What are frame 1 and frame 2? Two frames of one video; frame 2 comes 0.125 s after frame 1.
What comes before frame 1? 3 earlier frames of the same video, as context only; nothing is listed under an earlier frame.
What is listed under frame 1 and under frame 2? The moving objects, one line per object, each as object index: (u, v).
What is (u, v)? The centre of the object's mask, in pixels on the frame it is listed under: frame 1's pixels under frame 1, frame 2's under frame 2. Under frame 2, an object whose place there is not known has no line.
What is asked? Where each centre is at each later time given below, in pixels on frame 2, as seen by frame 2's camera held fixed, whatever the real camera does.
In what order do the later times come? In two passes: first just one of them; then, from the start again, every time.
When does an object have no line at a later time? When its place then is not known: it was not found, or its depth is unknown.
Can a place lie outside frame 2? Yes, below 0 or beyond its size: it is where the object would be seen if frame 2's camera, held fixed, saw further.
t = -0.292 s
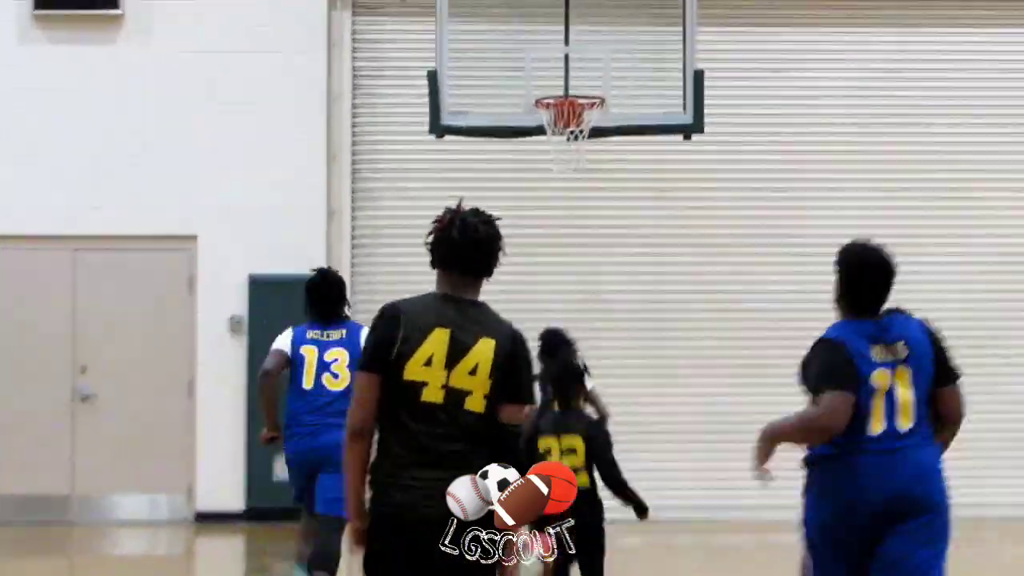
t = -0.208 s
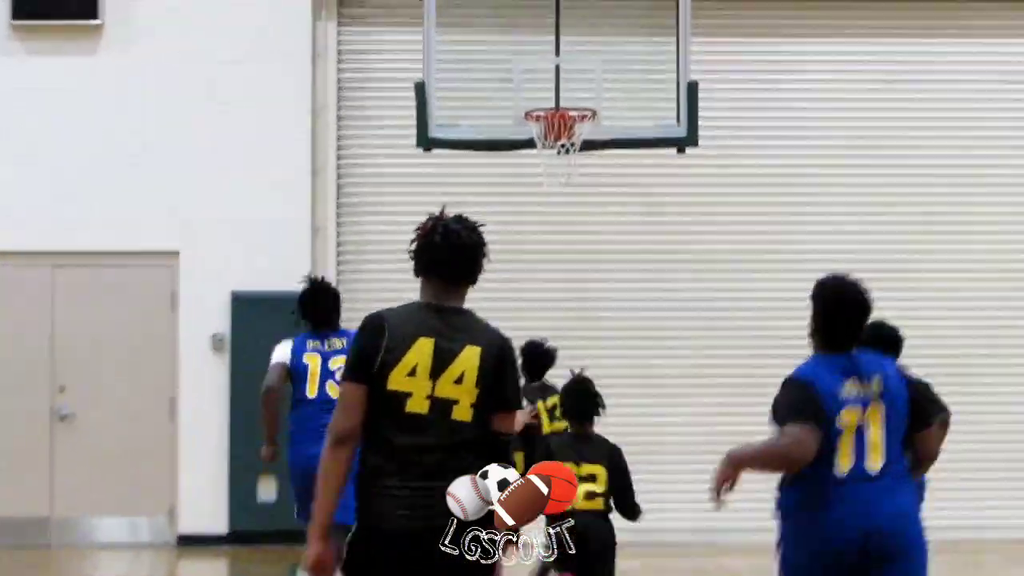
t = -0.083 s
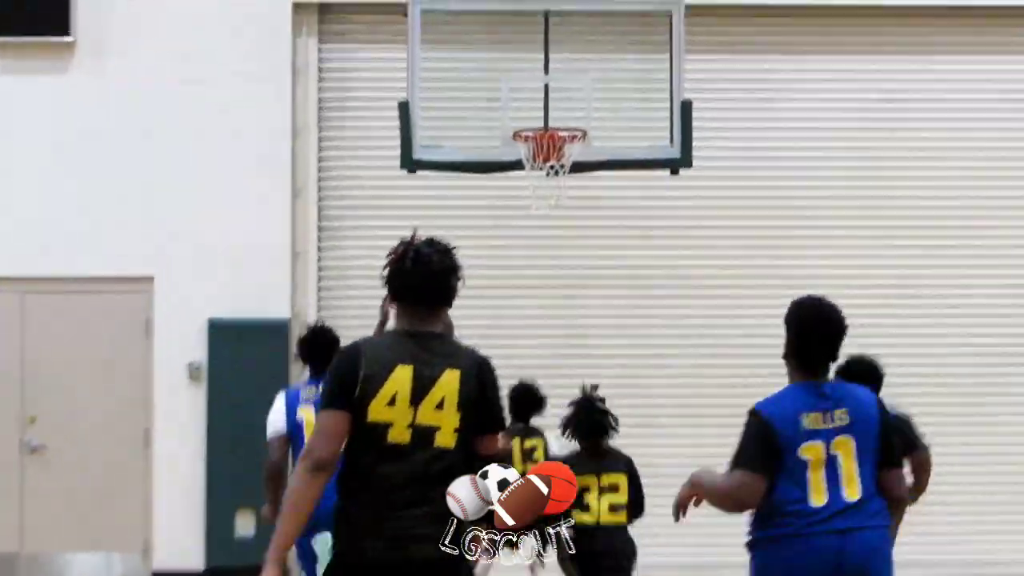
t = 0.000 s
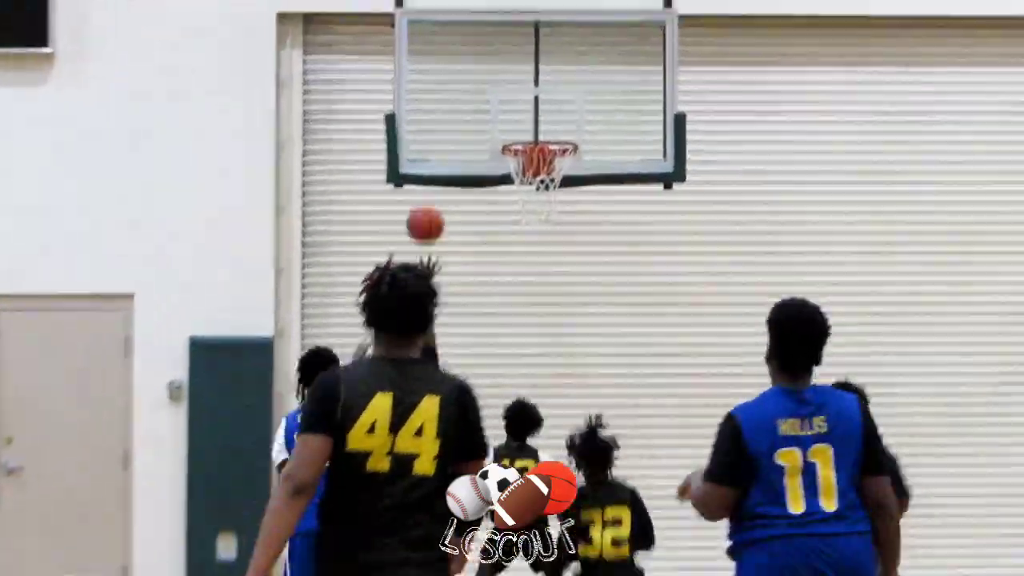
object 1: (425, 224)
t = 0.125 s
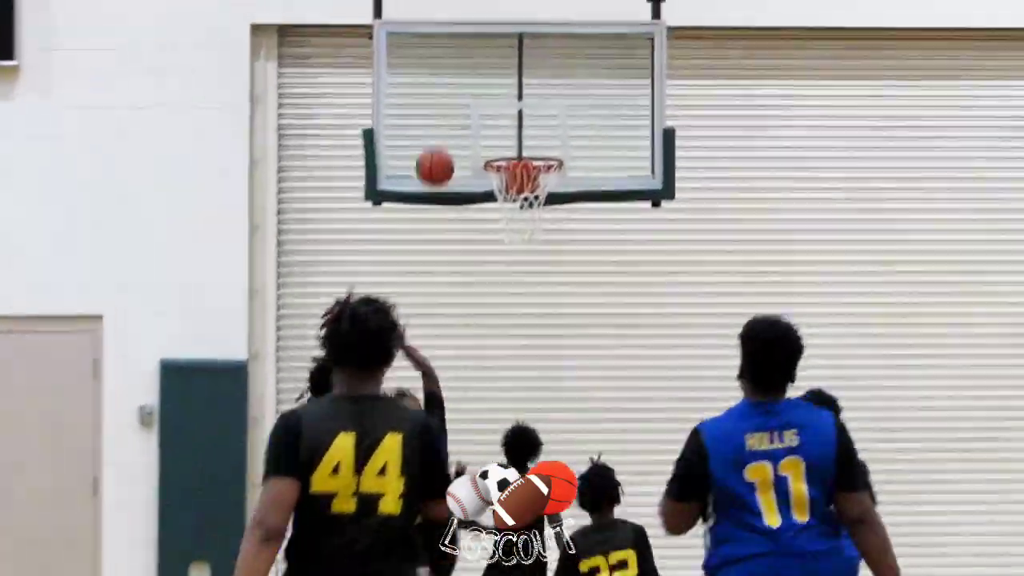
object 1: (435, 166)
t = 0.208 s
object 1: (455, 131)
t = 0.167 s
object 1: (445, 147)
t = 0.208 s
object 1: (455, 131)
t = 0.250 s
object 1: (465, 118)
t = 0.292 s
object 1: (473, 108)
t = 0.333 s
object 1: (479, 104)
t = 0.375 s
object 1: (484, 103)
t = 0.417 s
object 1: (490, 106)
